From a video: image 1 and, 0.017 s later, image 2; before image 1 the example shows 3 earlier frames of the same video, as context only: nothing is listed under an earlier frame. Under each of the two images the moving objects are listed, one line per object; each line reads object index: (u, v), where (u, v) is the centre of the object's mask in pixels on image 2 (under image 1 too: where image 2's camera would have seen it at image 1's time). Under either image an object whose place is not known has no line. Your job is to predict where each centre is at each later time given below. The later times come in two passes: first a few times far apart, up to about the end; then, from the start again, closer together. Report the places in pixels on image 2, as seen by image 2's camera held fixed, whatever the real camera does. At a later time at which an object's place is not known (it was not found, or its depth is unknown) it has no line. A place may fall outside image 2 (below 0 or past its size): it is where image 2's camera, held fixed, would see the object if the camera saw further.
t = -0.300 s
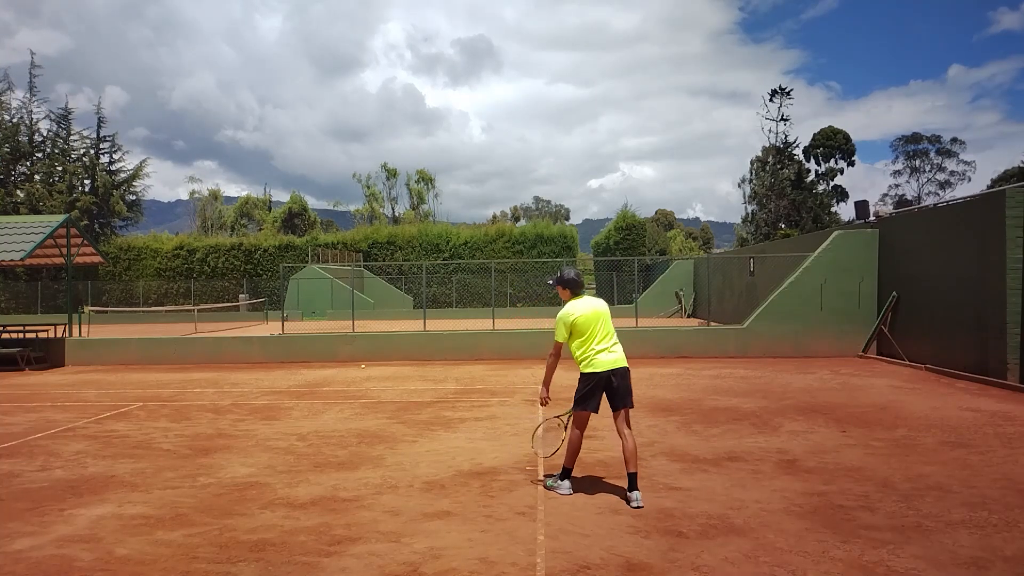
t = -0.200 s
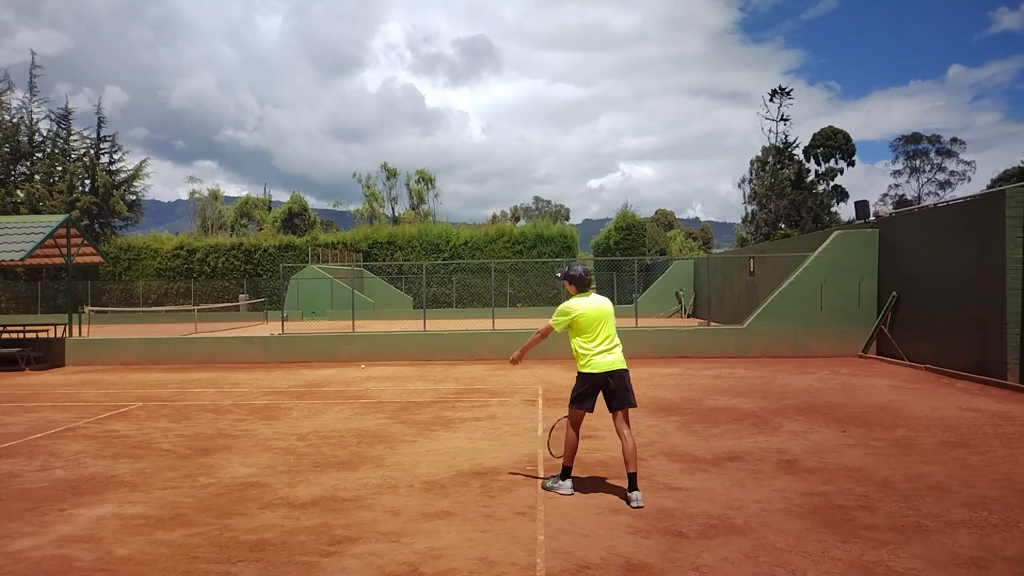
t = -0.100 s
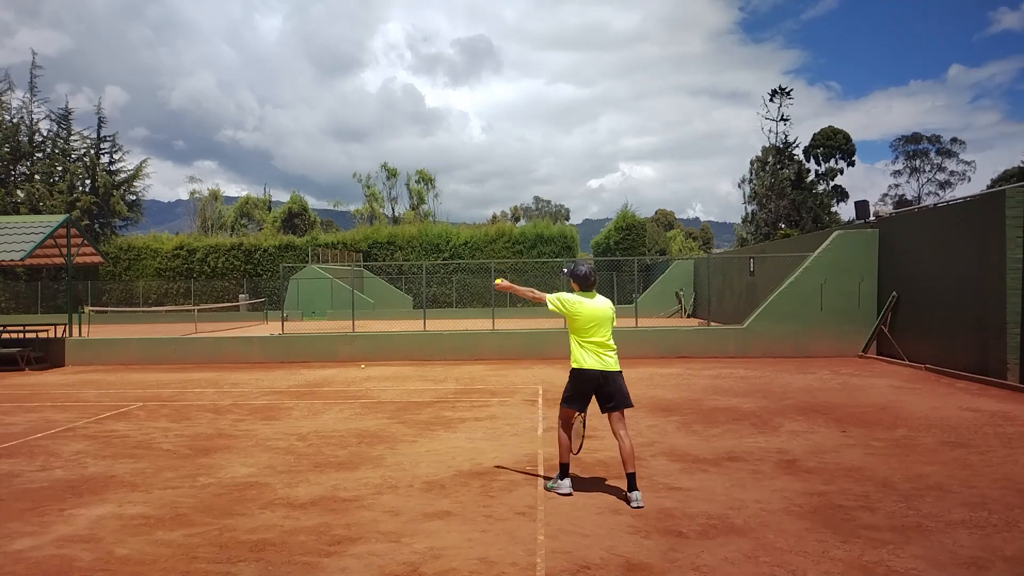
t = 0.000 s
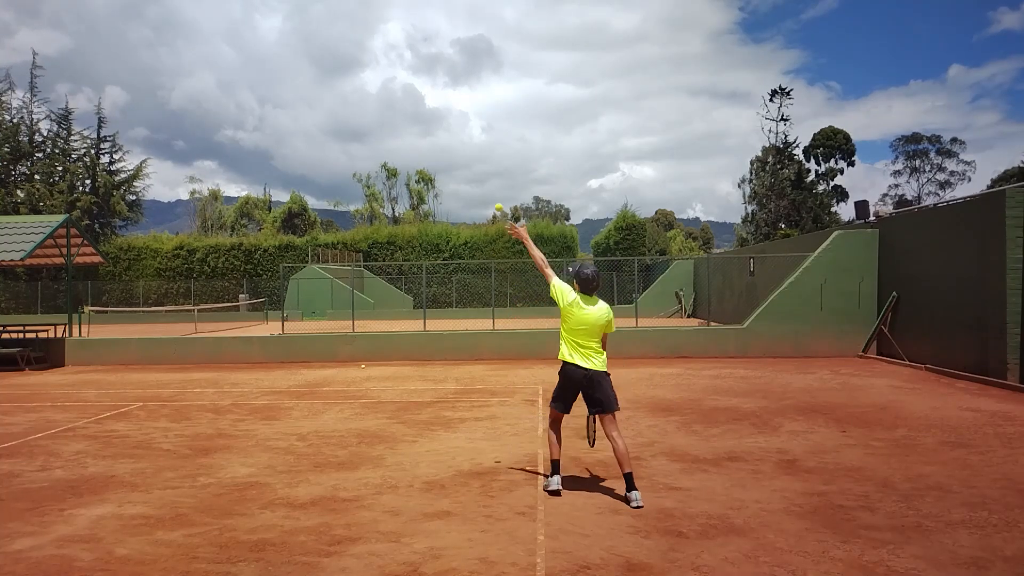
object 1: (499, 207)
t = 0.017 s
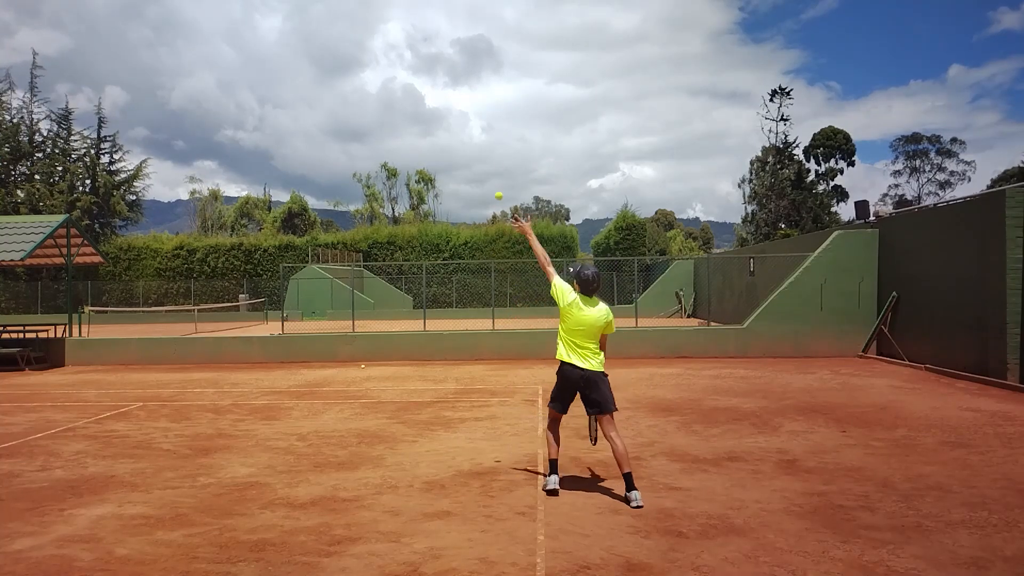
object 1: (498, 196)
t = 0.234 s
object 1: (499, 77)
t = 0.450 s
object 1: (500, 16)
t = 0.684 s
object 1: (502, 16)
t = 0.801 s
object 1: (503, 43)
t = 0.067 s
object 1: (499, 163)
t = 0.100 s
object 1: (499, 144)
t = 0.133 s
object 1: (499, 125)
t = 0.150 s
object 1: (499, 116)
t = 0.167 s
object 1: (499, 108)
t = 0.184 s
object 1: (499, 99)
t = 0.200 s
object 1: (499, 92)
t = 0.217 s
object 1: (499, 84)
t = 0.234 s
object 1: (499, 77)
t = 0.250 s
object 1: (499, 69)
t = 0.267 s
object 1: (499, 64)
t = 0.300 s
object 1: (500, 52)
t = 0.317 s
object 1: (499, 47)
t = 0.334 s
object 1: (500, 41)
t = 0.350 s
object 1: (500, 37)
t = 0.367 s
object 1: (500, 32)
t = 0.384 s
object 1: (500, 28)
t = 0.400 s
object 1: (500, 24)
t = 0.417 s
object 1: (500, 21)
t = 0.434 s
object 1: (500, 18)
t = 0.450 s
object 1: (500, 16)
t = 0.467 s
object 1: (500, 13)
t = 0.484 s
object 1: (500, 12)
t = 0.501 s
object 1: (501, 10)
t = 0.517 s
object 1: (501, 9)
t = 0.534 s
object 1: (501, 8)
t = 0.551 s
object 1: (501, 7)
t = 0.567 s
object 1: (501, 7)
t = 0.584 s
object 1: (501, 7)
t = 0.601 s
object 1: (501, 7)
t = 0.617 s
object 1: (501, 9)
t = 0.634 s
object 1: (501, 10)
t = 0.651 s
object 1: (502, 12)
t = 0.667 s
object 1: (502, 14)
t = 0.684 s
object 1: (502, 16)
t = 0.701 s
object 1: (502, 19)
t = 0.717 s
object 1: (502, 22)
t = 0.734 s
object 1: (502, 25)
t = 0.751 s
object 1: (502, 29)
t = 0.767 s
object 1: (502, 33)
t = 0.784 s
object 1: (503, 38)
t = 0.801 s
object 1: (503, 43)
